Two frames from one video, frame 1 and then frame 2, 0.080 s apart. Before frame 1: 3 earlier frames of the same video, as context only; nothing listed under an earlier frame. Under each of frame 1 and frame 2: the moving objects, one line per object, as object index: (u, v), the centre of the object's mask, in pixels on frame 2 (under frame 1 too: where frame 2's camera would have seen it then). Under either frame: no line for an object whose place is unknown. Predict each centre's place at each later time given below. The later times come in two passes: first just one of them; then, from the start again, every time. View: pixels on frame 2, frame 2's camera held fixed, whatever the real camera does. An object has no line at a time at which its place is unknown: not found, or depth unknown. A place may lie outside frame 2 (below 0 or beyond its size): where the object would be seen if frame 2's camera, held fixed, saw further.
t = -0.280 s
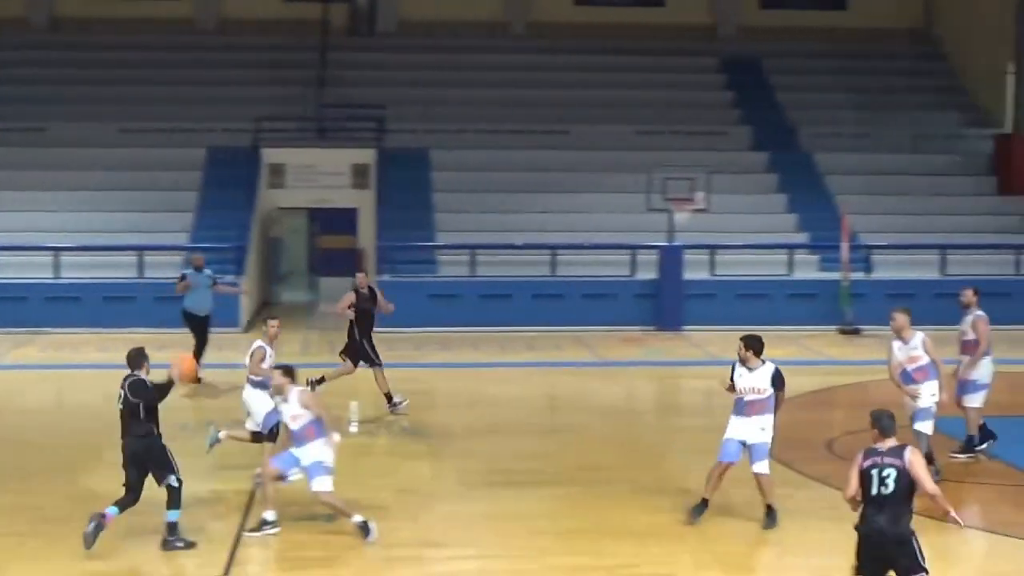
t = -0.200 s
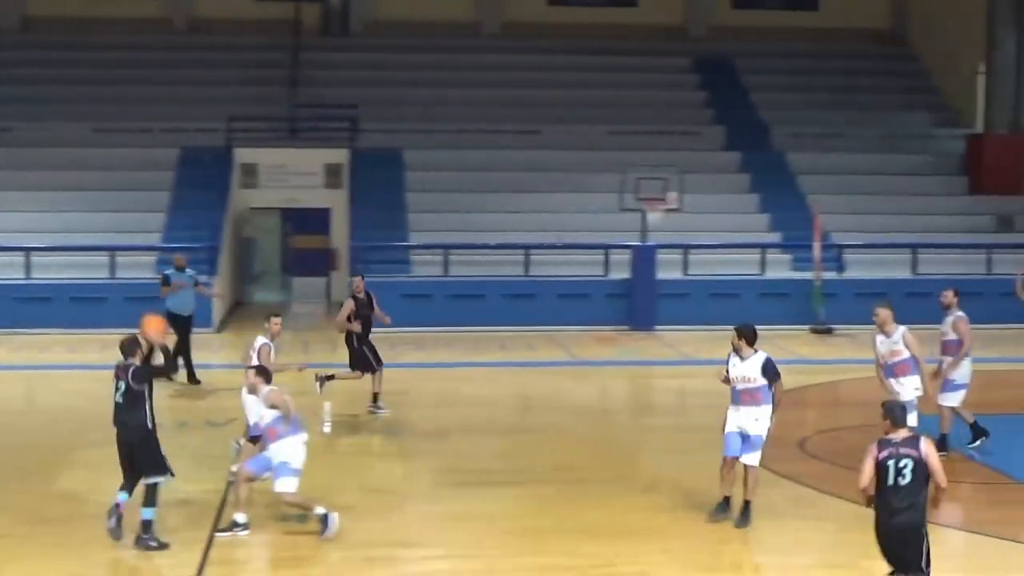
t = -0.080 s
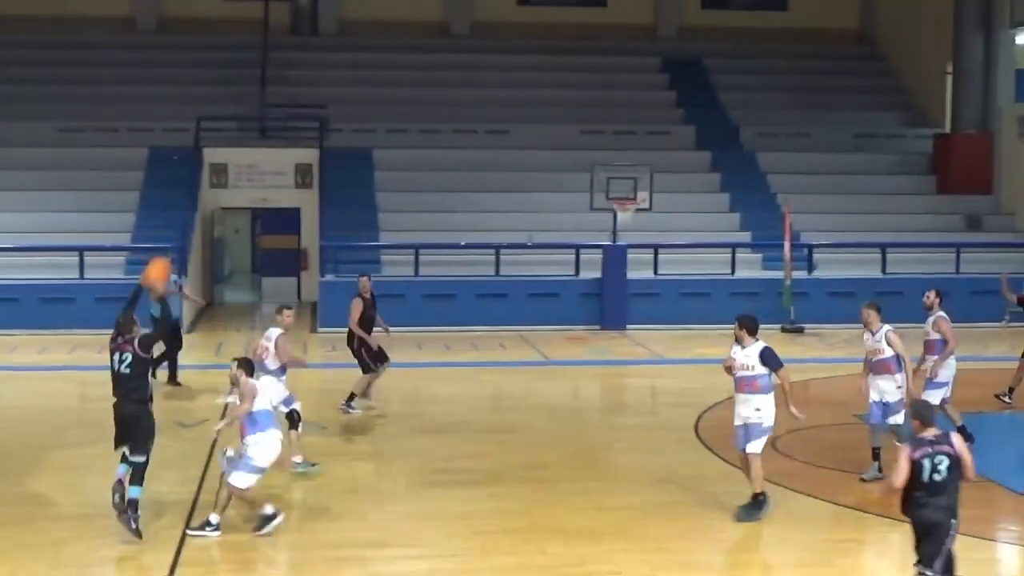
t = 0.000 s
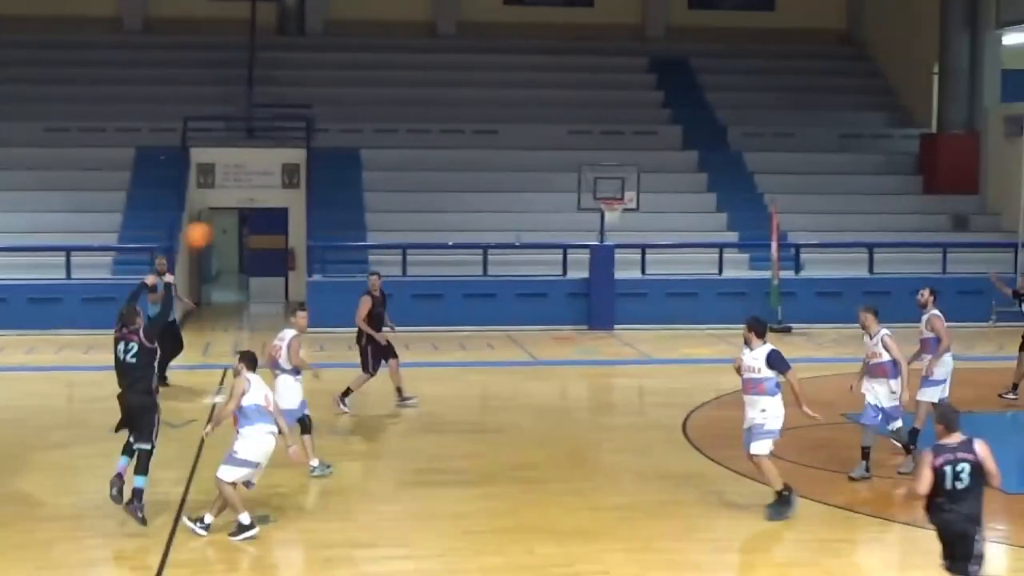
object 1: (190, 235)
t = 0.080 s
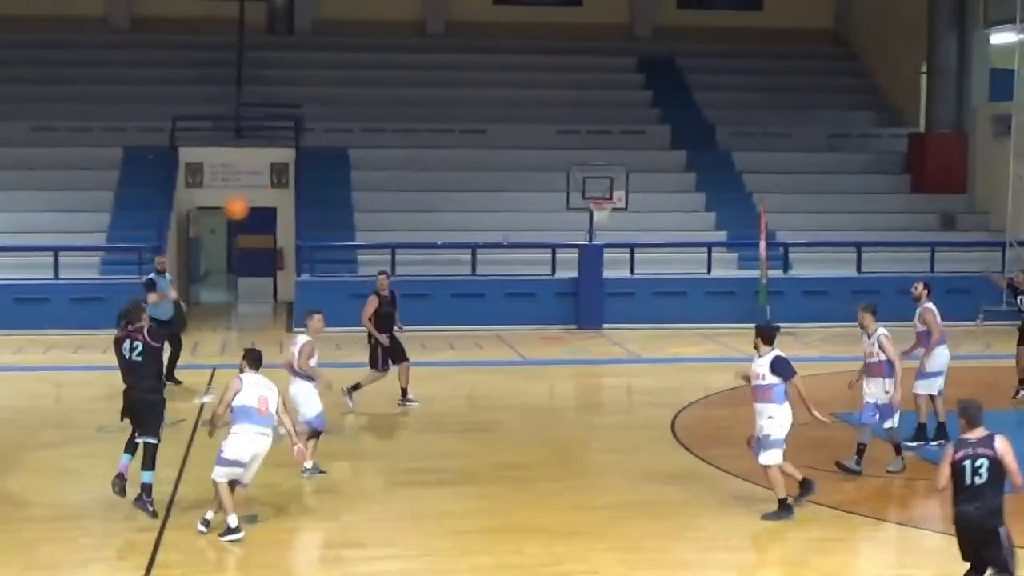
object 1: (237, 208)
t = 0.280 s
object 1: (335, 176)
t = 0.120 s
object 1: (258, 197)
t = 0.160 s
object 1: (280, 189)
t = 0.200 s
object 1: (300, 183)
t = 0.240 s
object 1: (319, 178)
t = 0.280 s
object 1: (335, 176)
